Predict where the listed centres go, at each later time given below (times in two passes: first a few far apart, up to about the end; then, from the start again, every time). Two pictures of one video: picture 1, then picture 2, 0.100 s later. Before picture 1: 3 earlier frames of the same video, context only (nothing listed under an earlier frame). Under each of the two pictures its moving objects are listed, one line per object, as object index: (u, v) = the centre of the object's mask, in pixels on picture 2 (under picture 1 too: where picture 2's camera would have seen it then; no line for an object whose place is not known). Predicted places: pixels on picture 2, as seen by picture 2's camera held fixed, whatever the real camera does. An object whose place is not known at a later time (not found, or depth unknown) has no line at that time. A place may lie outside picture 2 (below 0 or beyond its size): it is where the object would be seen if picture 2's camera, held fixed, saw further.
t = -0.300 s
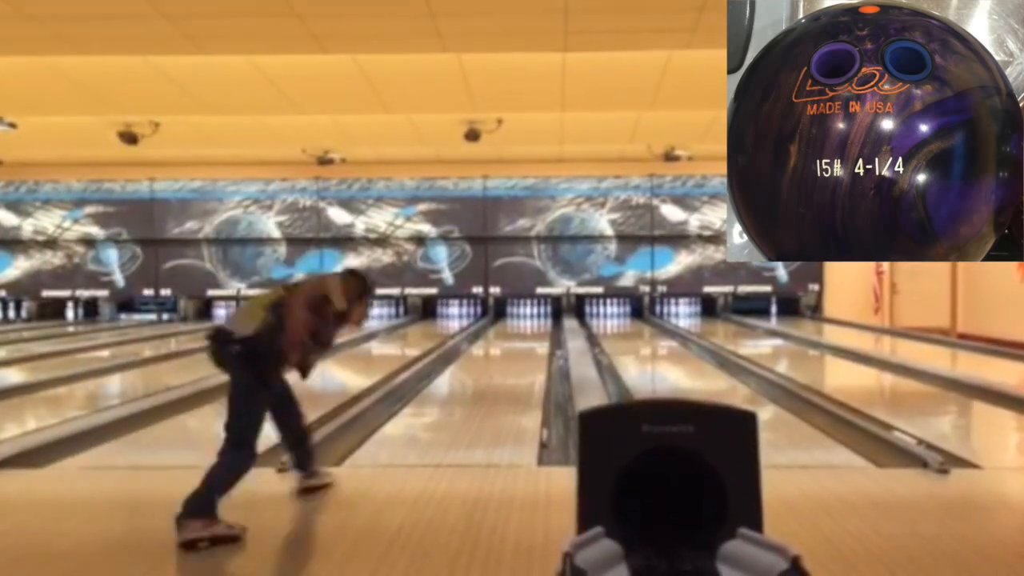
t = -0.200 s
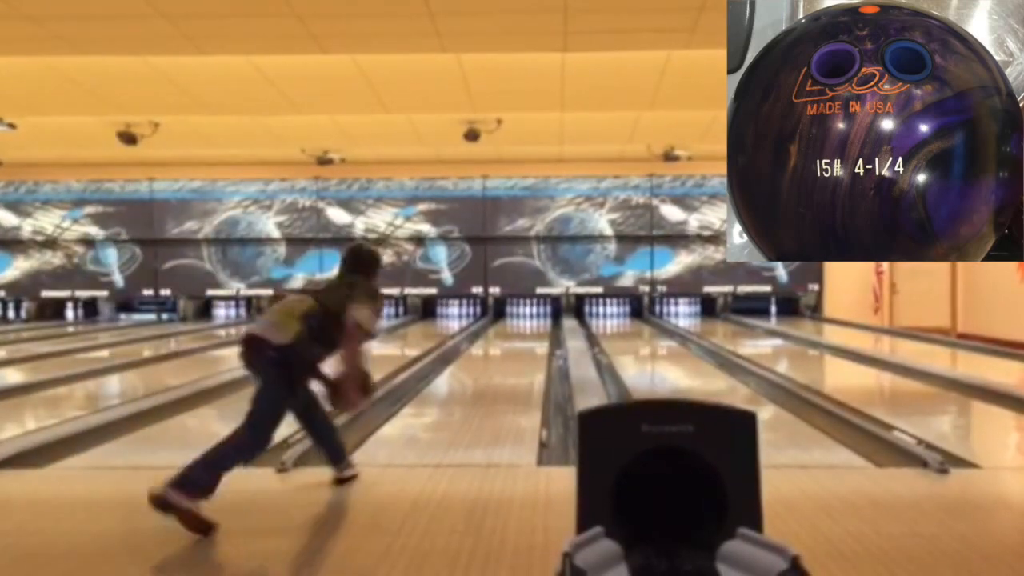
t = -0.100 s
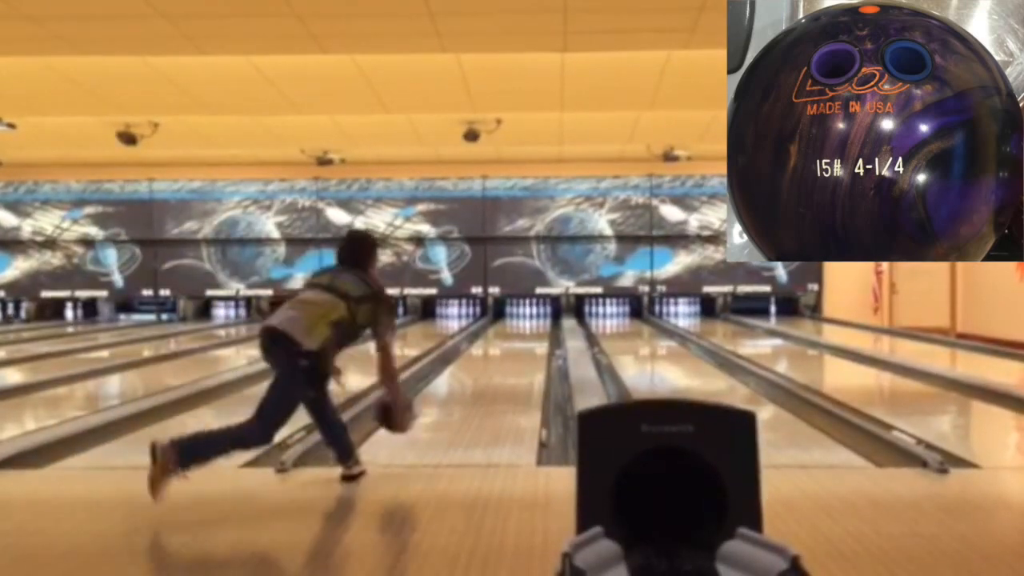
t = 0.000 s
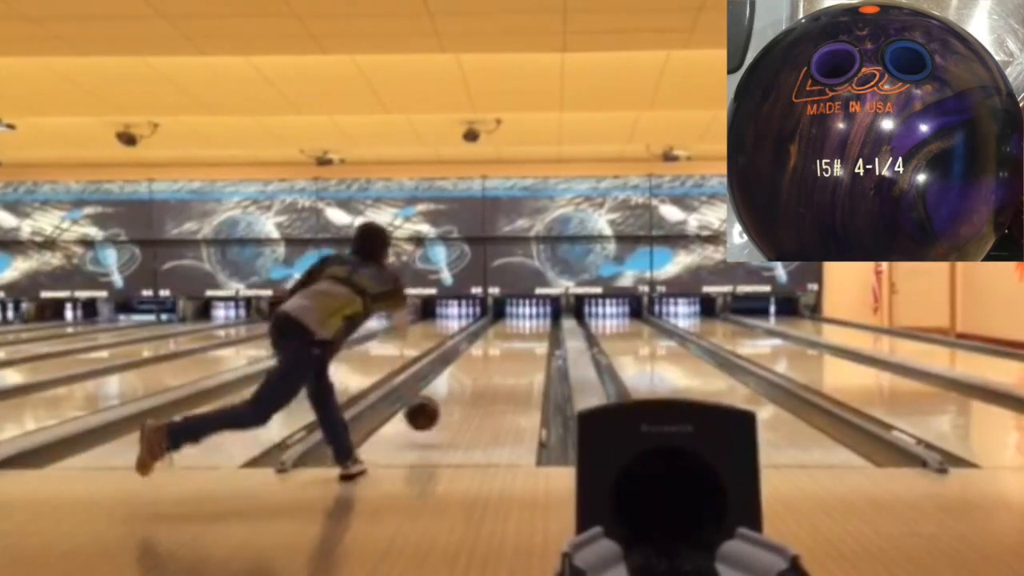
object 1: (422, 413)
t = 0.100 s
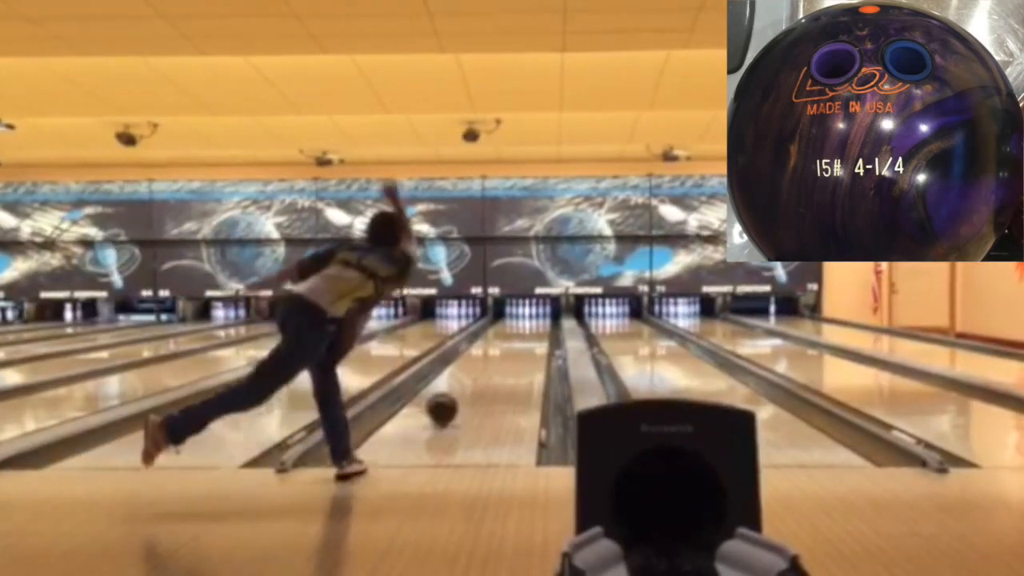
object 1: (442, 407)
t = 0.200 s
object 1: (458, 397)
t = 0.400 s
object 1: (482, 376)
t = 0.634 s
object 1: (501, 359)
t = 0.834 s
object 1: (513, 349)
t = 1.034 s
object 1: (522, 340)
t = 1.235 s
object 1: (528, 334)
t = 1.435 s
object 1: (534, 328)
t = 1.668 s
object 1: (537, 323)
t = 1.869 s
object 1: (536, 319)
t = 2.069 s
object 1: (535, 316)
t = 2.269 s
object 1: (533, 314)
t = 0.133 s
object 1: (448, 403)
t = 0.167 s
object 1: (453, 400)
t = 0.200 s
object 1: (458, 397)
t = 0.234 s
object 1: (462, 393)
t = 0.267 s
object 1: (467, 390)
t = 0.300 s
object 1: (471, 386)
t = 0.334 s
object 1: (475, 383)
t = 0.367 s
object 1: (478, 379)
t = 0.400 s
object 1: (482, 376)
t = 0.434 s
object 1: (485, 373)
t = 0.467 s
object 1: (488, 371)
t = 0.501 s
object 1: (491, 368)
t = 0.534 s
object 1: (493, 366)
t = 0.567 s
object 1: (496, 363)
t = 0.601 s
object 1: (498, 361)
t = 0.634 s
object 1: (501, 359)
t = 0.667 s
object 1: (503, 357)
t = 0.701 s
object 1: (505, 355)
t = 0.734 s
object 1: (507, 353)
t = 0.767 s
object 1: (509, 352)
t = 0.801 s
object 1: (511, 350)
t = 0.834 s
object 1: (513, 349)
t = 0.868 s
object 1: (515, 347)
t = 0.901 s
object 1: (516, 345)
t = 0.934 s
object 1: (518, 344)
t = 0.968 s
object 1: (519, 343)
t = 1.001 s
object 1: (520, 342)
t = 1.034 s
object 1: (522, 340)
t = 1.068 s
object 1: (523, 339)
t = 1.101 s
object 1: (525, 338)
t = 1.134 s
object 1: (525, 337)
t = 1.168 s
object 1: (526, 336)
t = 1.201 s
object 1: (527, 336)
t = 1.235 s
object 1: (528, 334)
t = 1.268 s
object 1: (530, 333)
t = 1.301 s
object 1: (531, 332)
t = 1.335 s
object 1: (532, 330)
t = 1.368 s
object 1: (532, 330)
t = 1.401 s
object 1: (534, 329)
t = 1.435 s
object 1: (534, 328)
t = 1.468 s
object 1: (535, 328)
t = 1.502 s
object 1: (535, 326)
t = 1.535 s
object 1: (535, 326)
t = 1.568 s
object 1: (537, 325)
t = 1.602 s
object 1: (537, 324)
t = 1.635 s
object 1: (537, 324)
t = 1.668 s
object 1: (537, 323)
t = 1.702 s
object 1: (537, 323)
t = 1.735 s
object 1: (537, 320)
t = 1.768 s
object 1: (537, 320)
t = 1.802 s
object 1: (538, 319)
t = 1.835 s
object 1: (537, 319)
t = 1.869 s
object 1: (536, 319)
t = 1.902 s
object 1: (536, 319)
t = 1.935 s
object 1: (536, 318)
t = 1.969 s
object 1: (536, 317)
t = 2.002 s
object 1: (535, 317)
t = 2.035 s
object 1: (535, 317)
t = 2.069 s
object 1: (535, 316)
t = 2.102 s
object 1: (535, 316)
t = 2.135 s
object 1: (534, 315)
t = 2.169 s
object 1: (534, 314)
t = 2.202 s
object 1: (533, 314)
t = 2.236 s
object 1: (533, 314)
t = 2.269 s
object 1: (533, 314)
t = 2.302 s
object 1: (532, 314)
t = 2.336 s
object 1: (531, 314)
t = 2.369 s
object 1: (531, 313)
